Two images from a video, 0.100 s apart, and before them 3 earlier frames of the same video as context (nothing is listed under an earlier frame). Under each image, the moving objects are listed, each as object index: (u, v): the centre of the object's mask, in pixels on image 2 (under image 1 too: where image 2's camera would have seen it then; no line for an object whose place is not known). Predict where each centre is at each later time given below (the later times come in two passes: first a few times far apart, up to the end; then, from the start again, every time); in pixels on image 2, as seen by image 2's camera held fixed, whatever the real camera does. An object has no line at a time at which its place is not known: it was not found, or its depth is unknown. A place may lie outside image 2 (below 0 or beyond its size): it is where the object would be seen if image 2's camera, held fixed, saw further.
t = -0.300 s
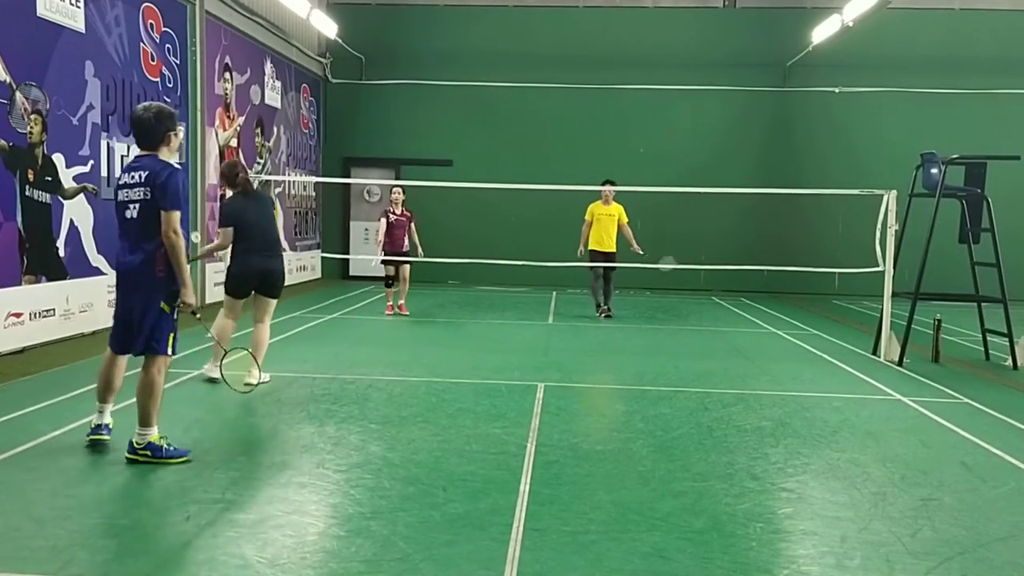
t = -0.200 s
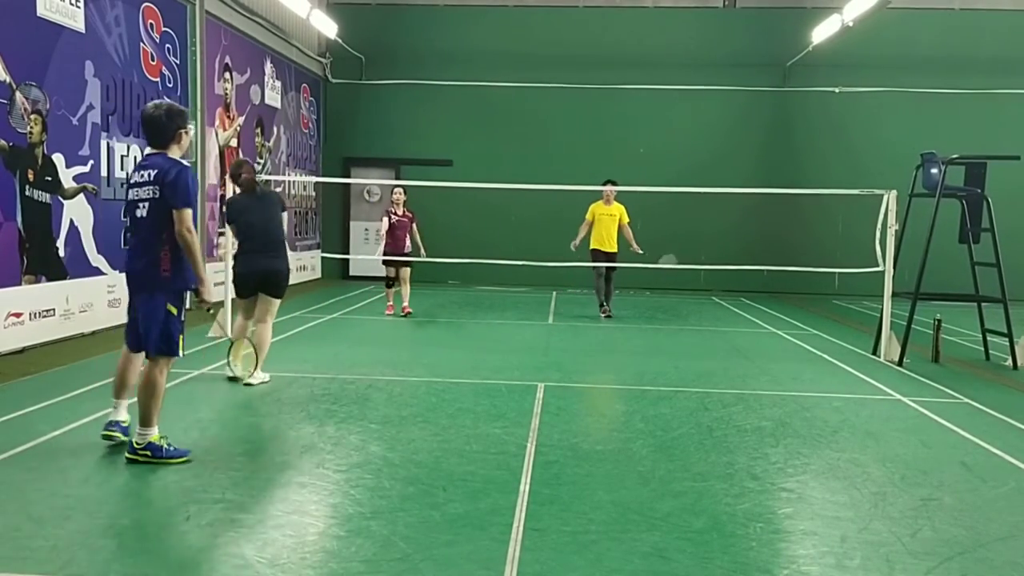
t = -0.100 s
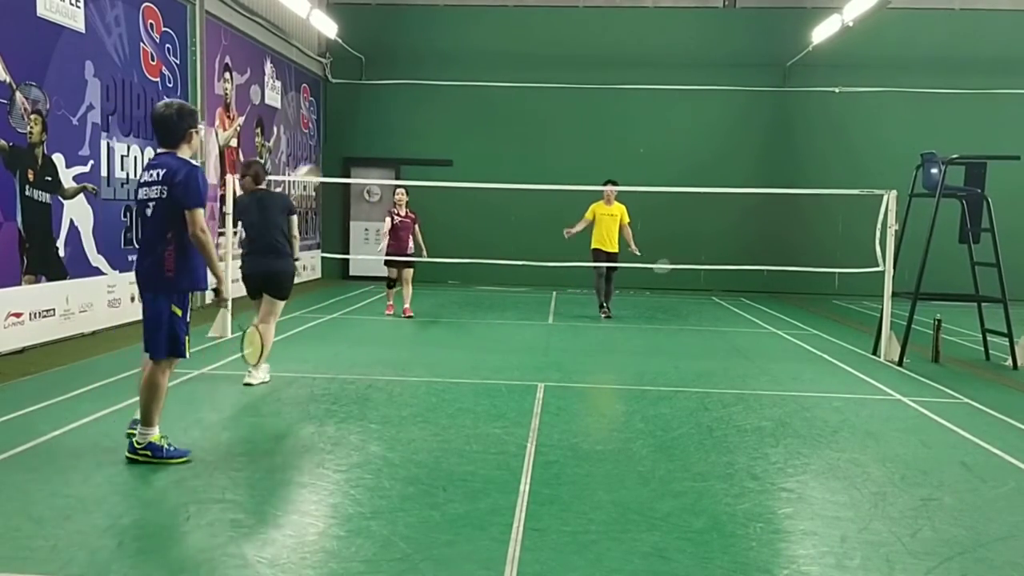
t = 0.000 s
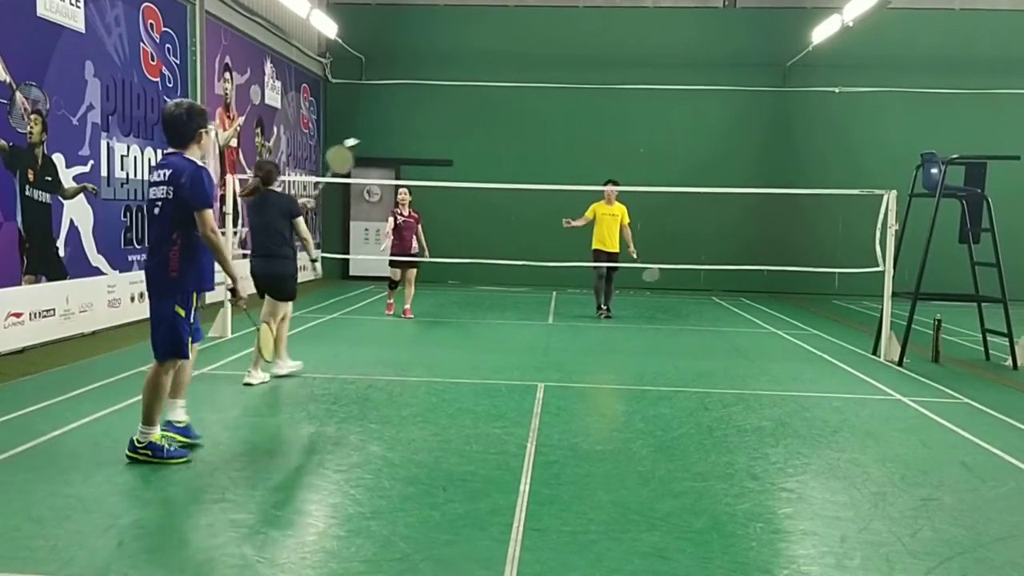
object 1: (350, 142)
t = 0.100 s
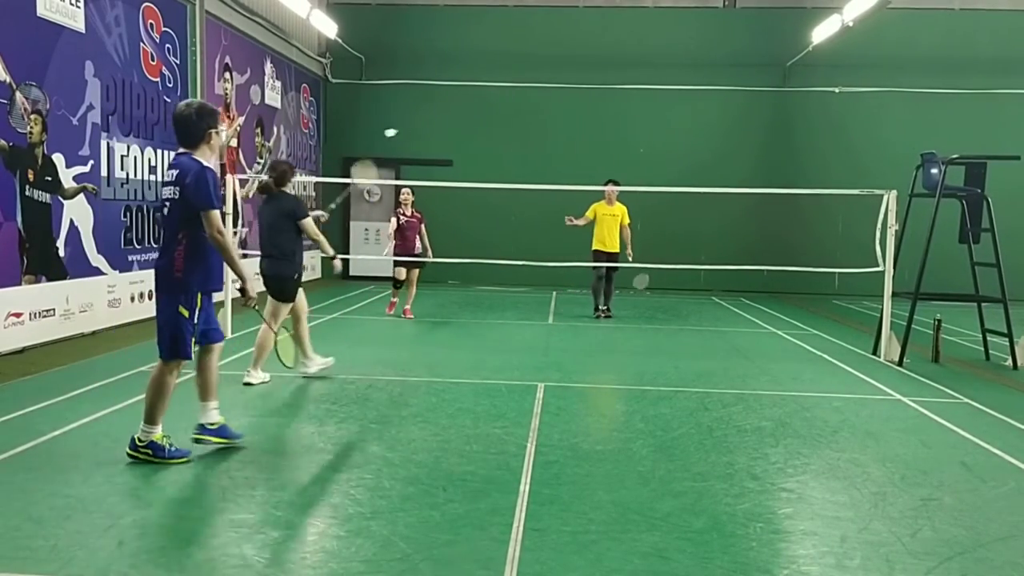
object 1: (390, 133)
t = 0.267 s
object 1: (439, 137)
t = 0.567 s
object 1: (502, 198)
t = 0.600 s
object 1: (508, 208)
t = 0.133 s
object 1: (401, 132)
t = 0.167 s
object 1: (411, 132)
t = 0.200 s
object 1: (421, 133)
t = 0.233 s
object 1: (430, 135)
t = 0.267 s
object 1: (439, 137)
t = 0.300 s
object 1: (448, 141)
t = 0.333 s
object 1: (455, 146)
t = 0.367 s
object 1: (464, 151)
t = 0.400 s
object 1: (471, 156)
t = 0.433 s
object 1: (478, 163)
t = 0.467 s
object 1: (484, 171)
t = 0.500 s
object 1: (490, 178)
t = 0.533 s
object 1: (497, 188)
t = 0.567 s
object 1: (502, 198)
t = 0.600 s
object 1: (508, 208)
